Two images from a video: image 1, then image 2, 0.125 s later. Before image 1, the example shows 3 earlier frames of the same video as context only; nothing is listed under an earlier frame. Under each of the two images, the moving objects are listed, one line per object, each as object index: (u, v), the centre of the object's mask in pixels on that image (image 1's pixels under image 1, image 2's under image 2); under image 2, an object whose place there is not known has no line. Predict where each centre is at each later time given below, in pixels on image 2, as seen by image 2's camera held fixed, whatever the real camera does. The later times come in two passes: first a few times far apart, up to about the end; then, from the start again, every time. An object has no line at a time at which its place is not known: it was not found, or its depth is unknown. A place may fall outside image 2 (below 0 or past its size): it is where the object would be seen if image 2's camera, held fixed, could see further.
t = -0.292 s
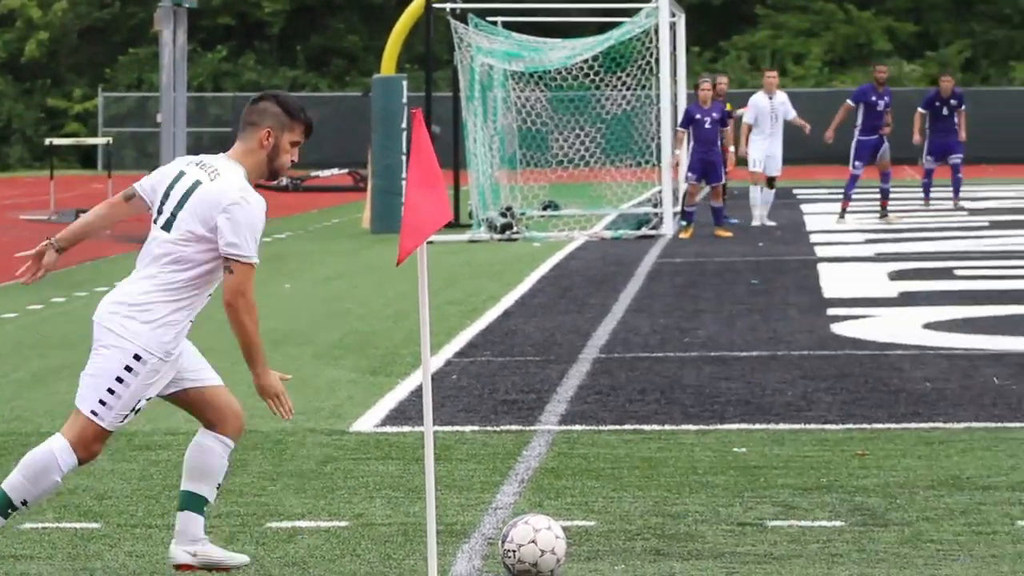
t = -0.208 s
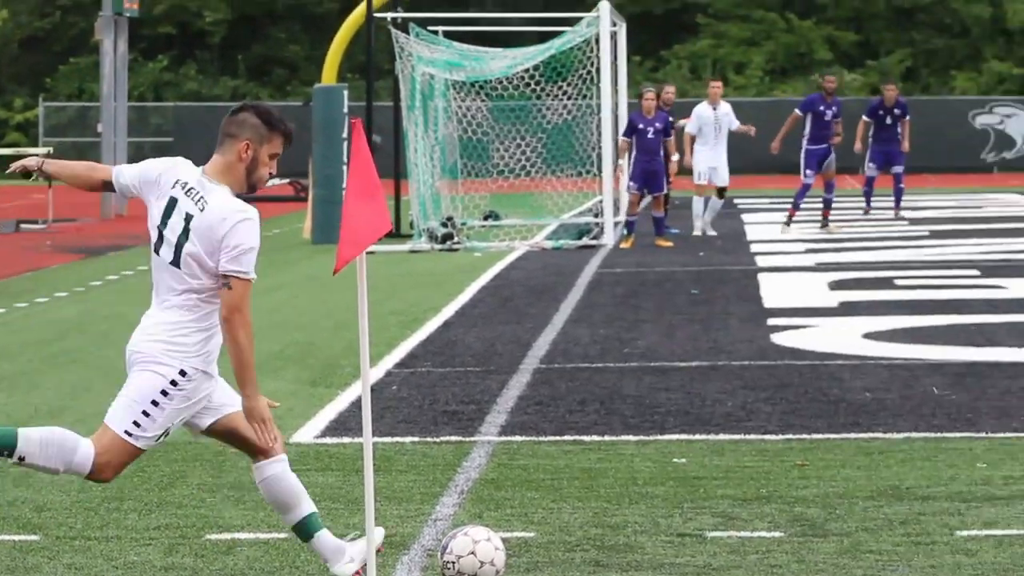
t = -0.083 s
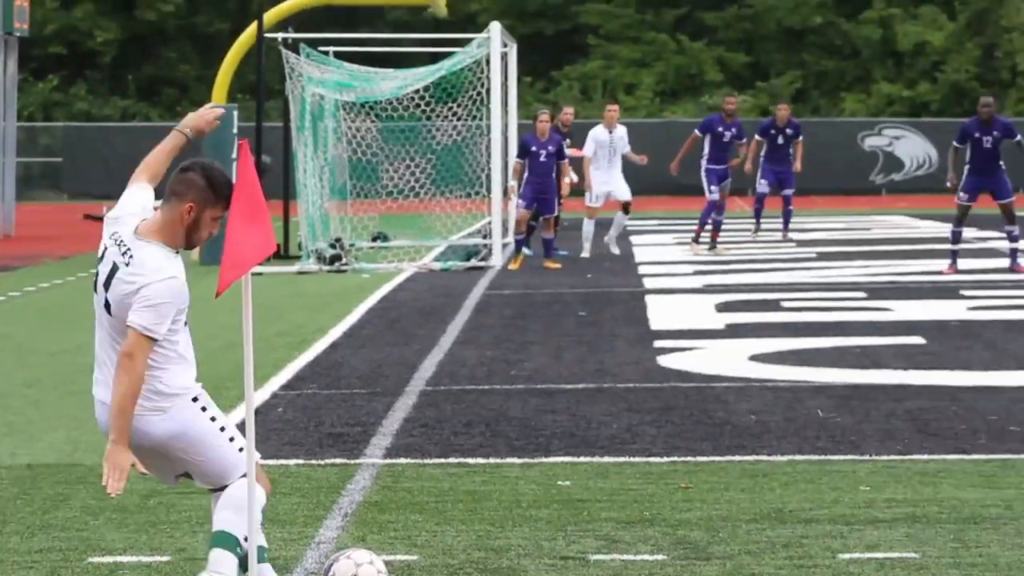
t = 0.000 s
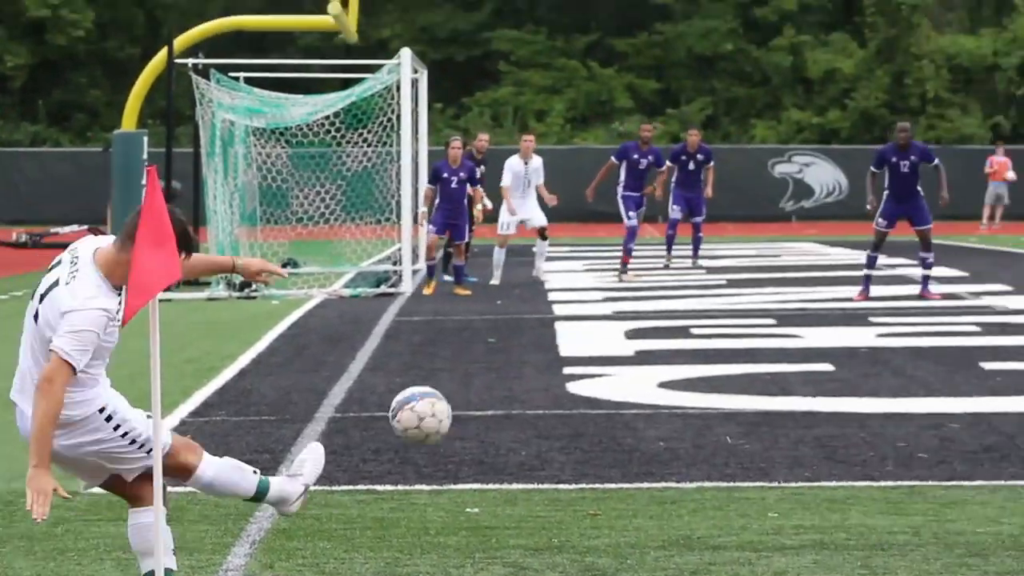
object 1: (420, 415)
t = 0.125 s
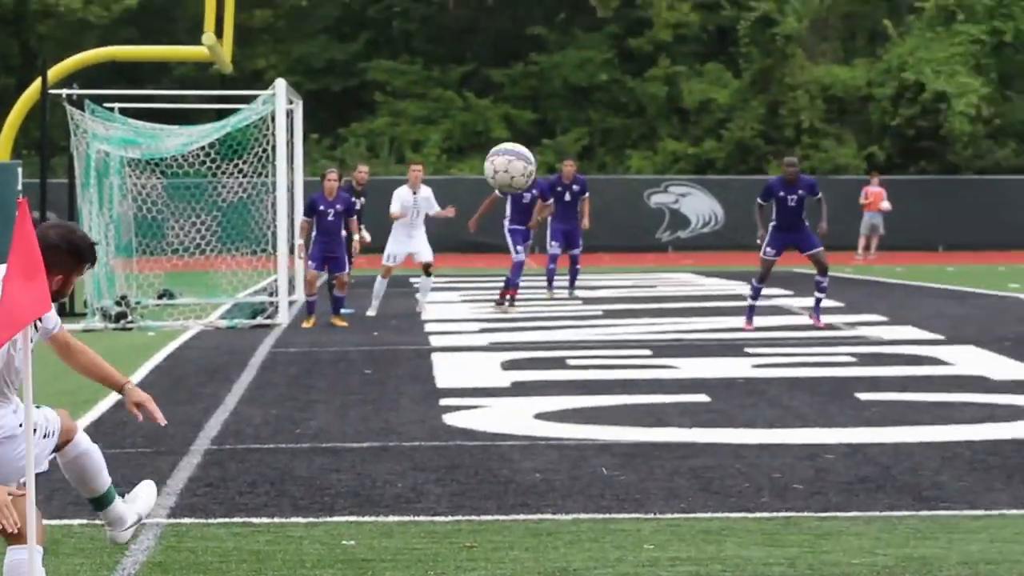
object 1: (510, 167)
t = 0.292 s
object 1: (660, -50)
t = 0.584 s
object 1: (752, -188)
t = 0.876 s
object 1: (748, -155)
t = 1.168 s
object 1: (712, -34)
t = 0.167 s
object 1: (559, 101)
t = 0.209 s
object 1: (600, 43)
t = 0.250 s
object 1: (631, -7)
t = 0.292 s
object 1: (660, -50)
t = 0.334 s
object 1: (683, -81)
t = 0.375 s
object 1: (701, -109)
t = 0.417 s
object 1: (717, -131)
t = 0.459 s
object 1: (730, -152)
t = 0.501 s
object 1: (739, -172)
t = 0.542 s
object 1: (746, -183)
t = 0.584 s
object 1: (752, -188)
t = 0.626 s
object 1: (756, -191)
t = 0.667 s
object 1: (758, -191)
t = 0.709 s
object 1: (758, -191)
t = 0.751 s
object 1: (755, -188)
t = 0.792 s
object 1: (752, -180)
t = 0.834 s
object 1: (751, -167)
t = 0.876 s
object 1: (748, -155)
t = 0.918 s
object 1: (743, -142)
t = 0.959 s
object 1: (739, -127)
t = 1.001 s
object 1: (734, -111)
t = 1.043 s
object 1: (730, -92)
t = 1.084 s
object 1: (725, -74)
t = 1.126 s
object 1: (718, -54)
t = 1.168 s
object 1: (712, -34)
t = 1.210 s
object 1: (706, -13)
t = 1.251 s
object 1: (699, 8)
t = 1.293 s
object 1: (691, 31)
